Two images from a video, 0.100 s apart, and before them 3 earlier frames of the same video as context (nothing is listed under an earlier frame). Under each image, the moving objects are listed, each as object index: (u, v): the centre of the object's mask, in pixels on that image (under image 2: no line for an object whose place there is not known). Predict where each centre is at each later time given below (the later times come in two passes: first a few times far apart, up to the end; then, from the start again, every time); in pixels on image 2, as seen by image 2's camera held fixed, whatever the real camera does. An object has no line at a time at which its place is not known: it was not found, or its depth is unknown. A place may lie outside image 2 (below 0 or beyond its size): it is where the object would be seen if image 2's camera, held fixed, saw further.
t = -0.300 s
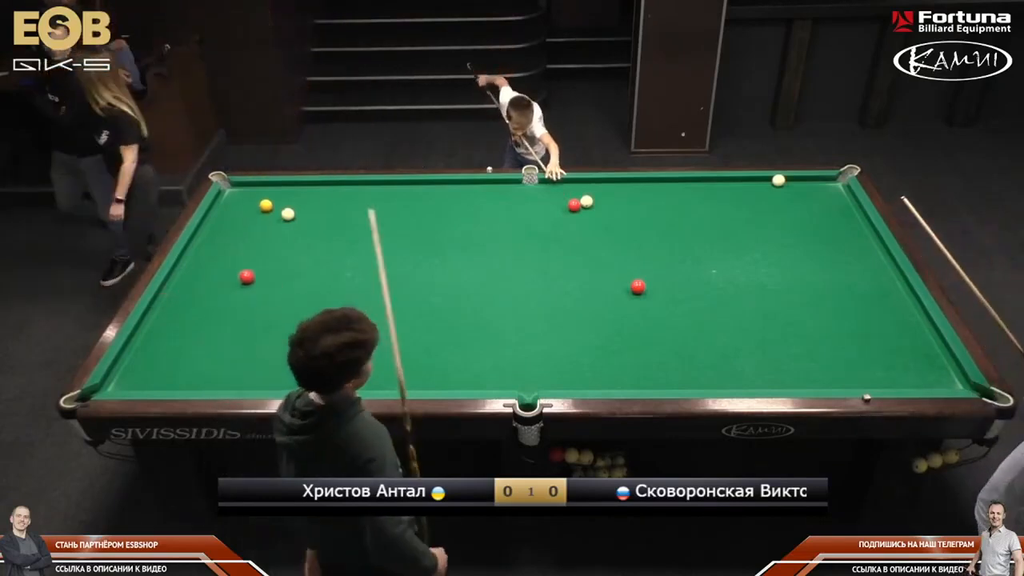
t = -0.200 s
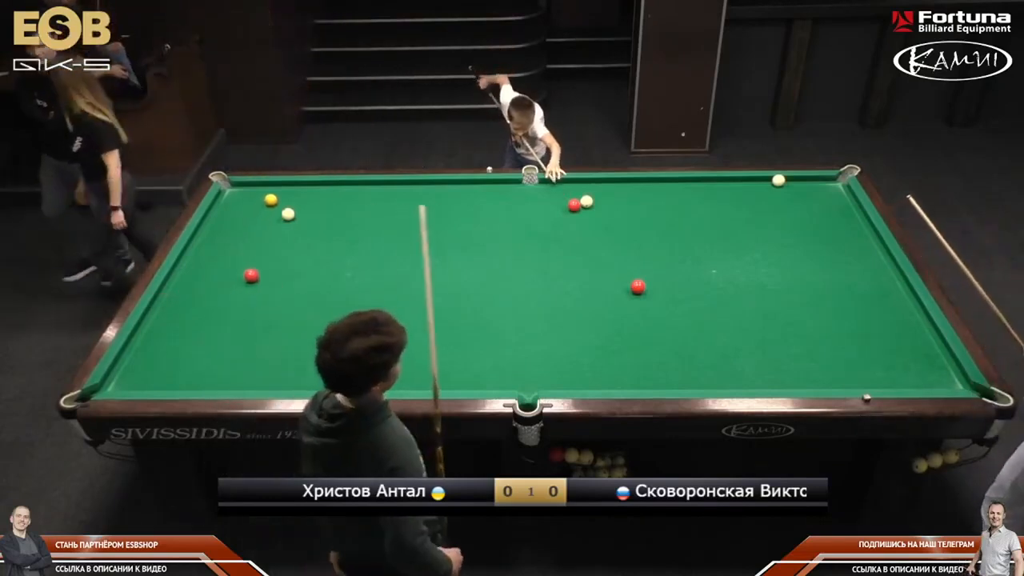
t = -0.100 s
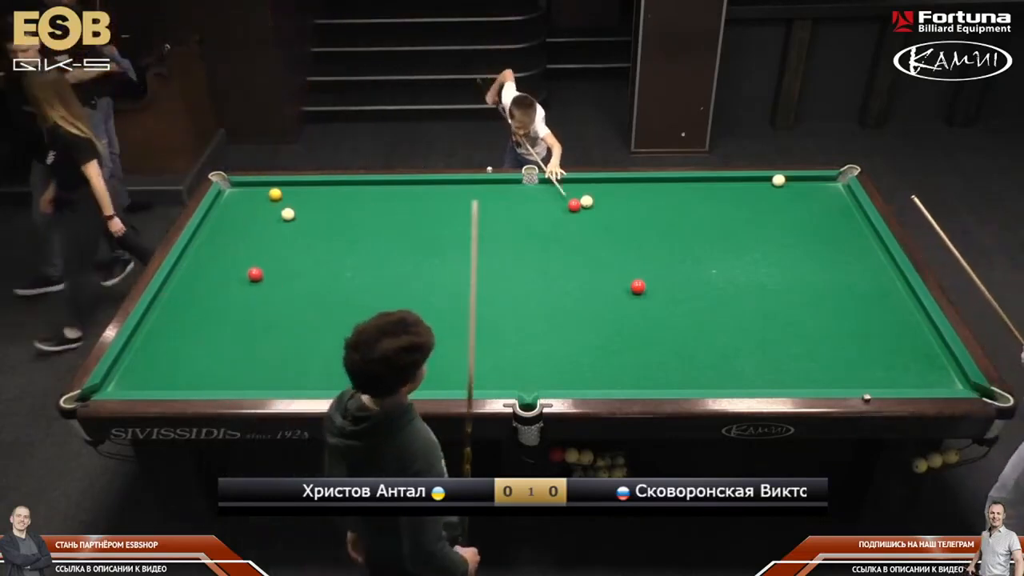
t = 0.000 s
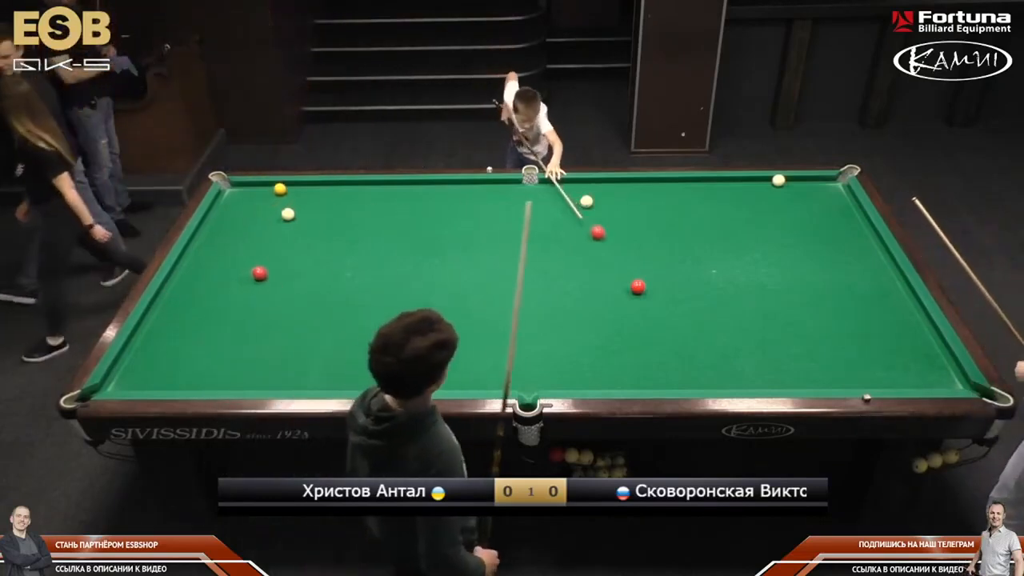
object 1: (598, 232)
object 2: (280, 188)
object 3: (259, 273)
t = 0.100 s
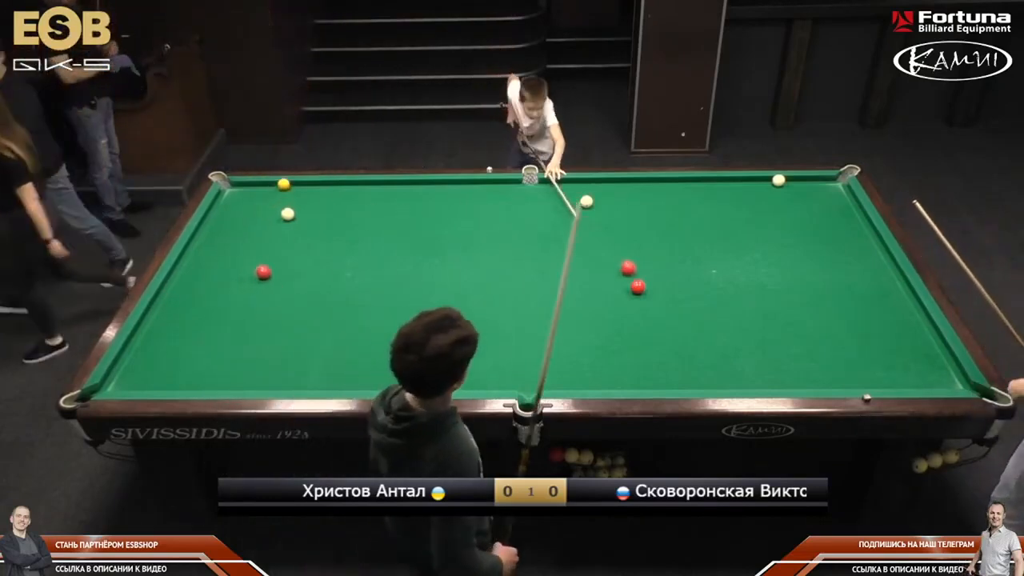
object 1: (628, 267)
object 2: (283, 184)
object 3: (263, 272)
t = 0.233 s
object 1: (662, 281)
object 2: (279, 187)
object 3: (268, 271)
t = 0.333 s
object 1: (690, 286)
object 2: (276, 190)
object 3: (271, 270)
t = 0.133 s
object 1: (634, 274)
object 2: (283, 184)
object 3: (264, 272)
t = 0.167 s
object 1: (646, 279)
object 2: (281, 186)
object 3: (265, 271)
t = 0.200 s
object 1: (657, 280)
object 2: (280, 187)
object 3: (267, 271)
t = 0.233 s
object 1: (662, 281)
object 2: (279, 187)
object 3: (268, 271)
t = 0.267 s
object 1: (673, 282)
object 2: (278, 188)
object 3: (269, 270)
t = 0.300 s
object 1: (684, 285)
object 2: (277, 189)
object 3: (270, 270)
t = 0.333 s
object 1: (690, 286)
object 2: (276, 190)
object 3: (271, 270)
